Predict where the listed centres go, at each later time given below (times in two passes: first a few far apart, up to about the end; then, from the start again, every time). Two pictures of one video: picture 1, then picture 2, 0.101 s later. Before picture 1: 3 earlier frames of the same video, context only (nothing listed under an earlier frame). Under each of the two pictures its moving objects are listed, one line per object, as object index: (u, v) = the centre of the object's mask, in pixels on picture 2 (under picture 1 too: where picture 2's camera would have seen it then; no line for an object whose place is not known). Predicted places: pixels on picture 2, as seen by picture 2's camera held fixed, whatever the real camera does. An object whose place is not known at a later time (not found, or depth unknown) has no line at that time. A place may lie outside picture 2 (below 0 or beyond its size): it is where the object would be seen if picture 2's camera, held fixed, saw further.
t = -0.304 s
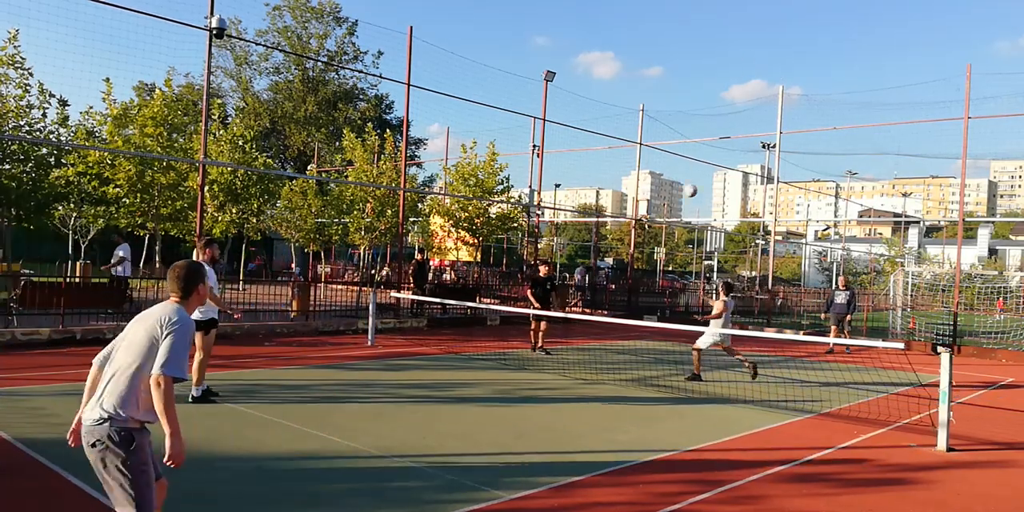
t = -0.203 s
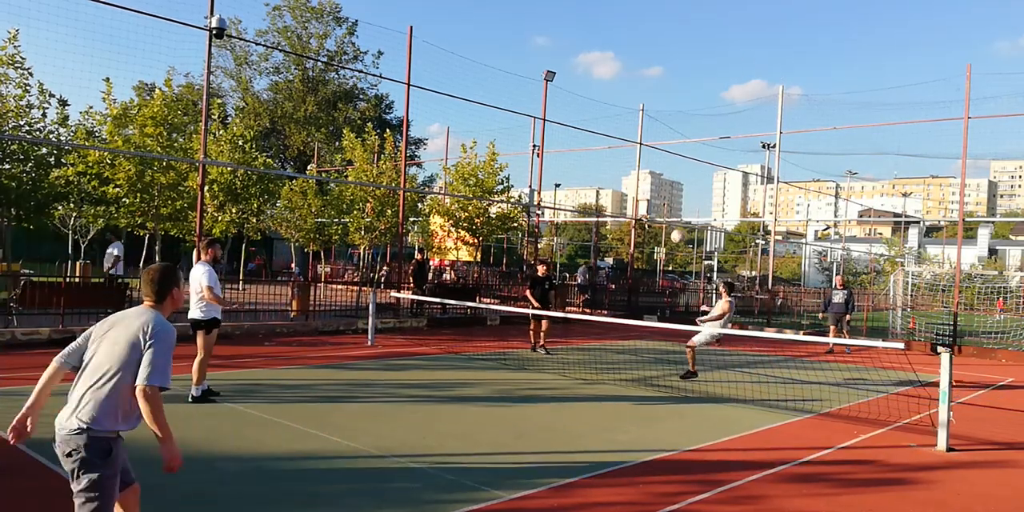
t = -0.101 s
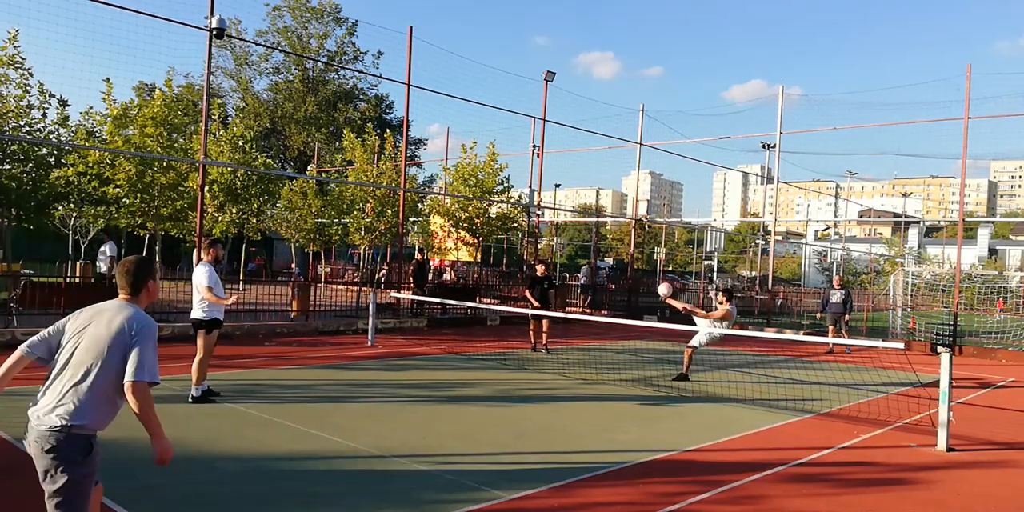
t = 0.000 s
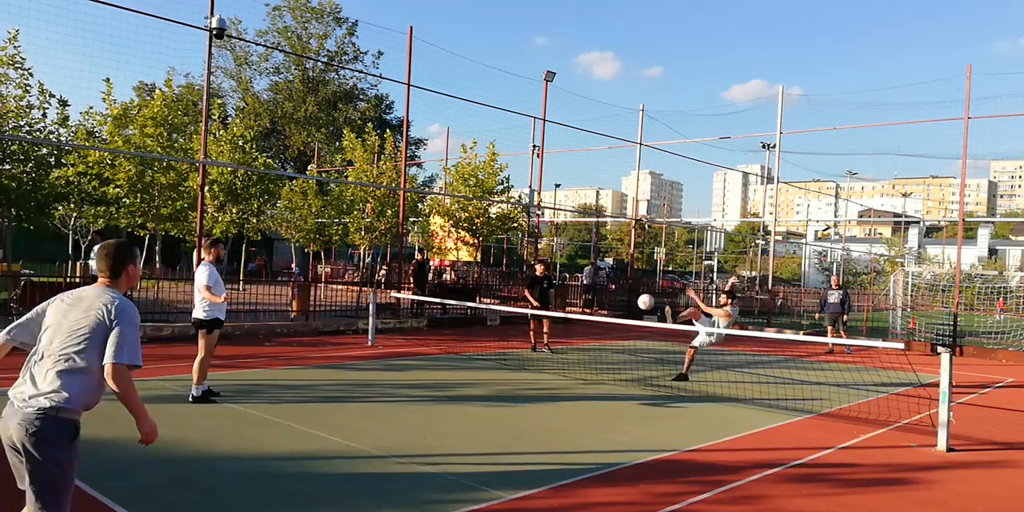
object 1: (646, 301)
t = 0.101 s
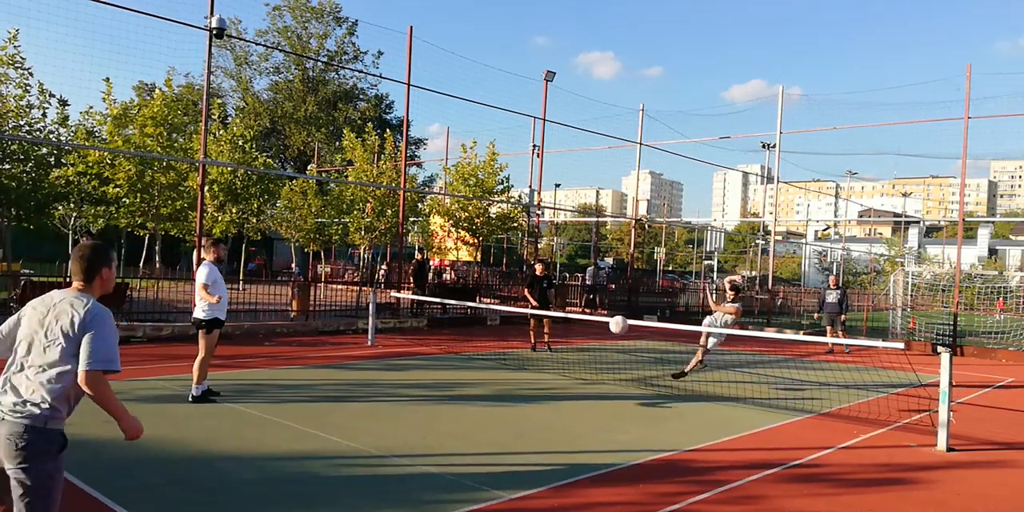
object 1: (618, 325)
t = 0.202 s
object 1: (580, 371)
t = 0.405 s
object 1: (470, 447)
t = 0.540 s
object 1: (357, 426)
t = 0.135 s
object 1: (607, 336)
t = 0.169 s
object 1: (594, 352)
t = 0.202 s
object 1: (580, 371)
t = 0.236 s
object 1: (564, 393)
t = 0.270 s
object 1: (546, 422)
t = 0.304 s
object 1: (525, 457)
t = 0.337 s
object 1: (507, 465)
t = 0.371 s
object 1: (490, 456)
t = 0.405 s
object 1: (470, 447)
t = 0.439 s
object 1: (448, 440)
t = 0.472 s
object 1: (422, 433)
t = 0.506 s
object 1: (392, 428)
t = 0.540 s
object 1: (357, 426)
